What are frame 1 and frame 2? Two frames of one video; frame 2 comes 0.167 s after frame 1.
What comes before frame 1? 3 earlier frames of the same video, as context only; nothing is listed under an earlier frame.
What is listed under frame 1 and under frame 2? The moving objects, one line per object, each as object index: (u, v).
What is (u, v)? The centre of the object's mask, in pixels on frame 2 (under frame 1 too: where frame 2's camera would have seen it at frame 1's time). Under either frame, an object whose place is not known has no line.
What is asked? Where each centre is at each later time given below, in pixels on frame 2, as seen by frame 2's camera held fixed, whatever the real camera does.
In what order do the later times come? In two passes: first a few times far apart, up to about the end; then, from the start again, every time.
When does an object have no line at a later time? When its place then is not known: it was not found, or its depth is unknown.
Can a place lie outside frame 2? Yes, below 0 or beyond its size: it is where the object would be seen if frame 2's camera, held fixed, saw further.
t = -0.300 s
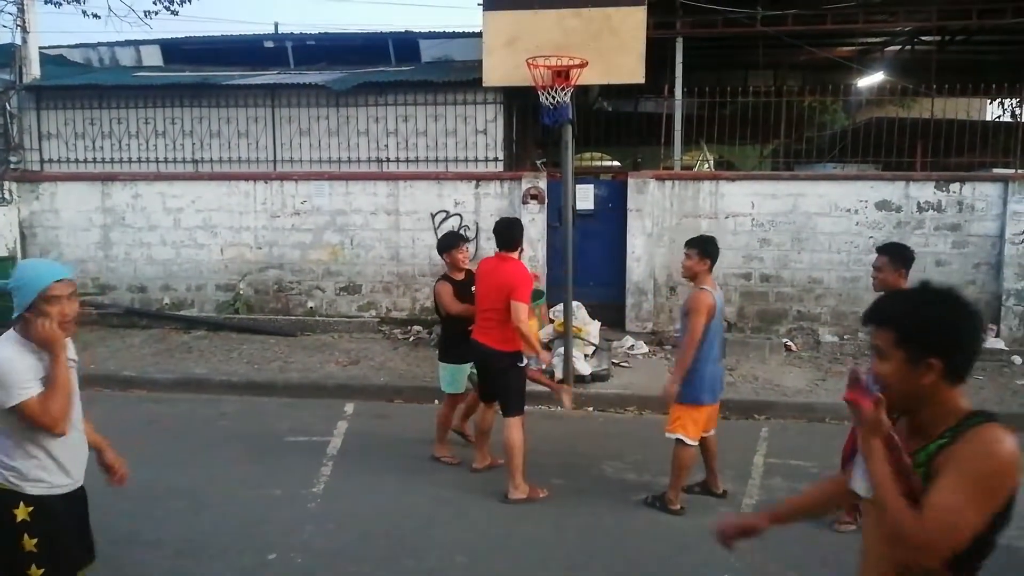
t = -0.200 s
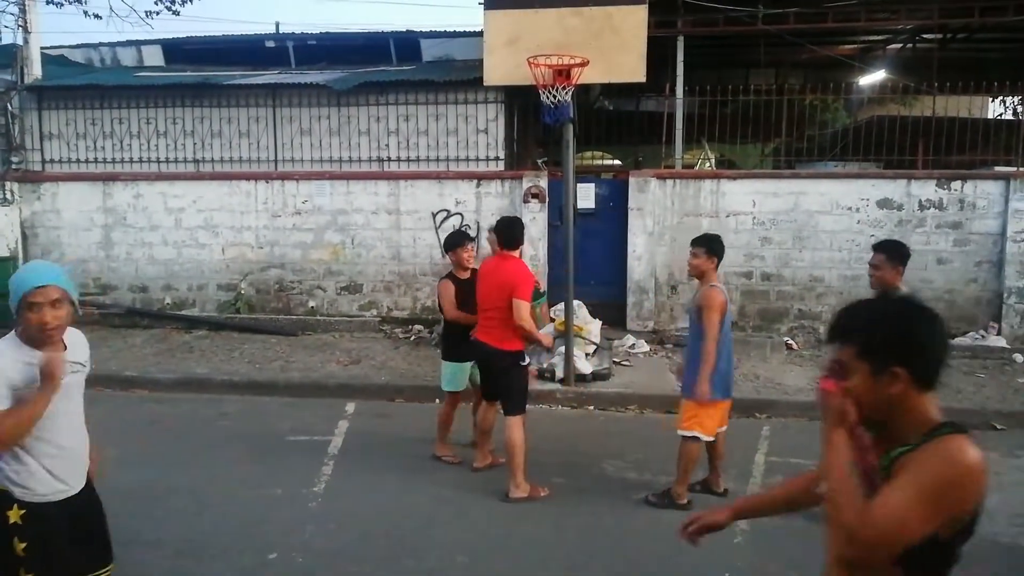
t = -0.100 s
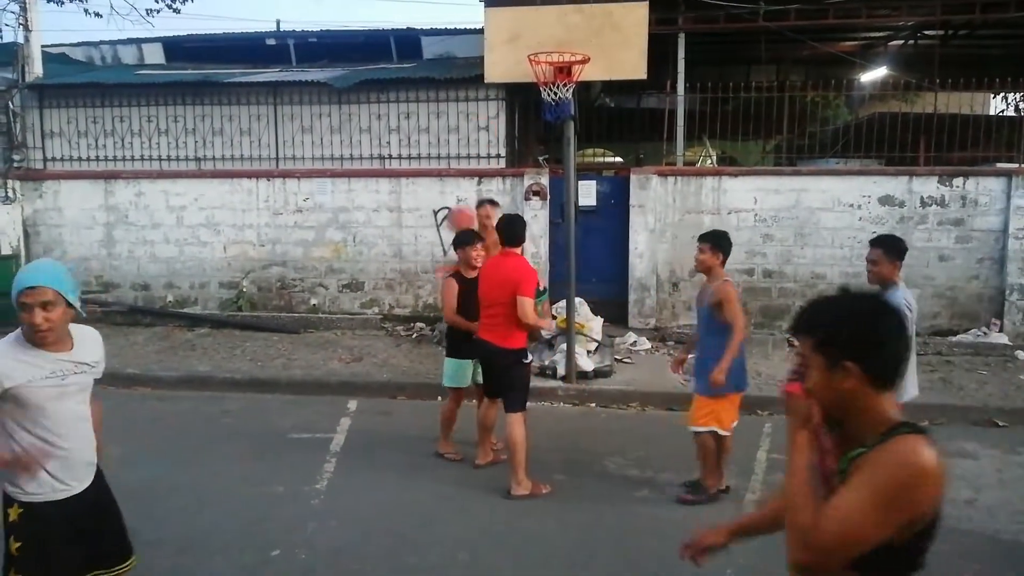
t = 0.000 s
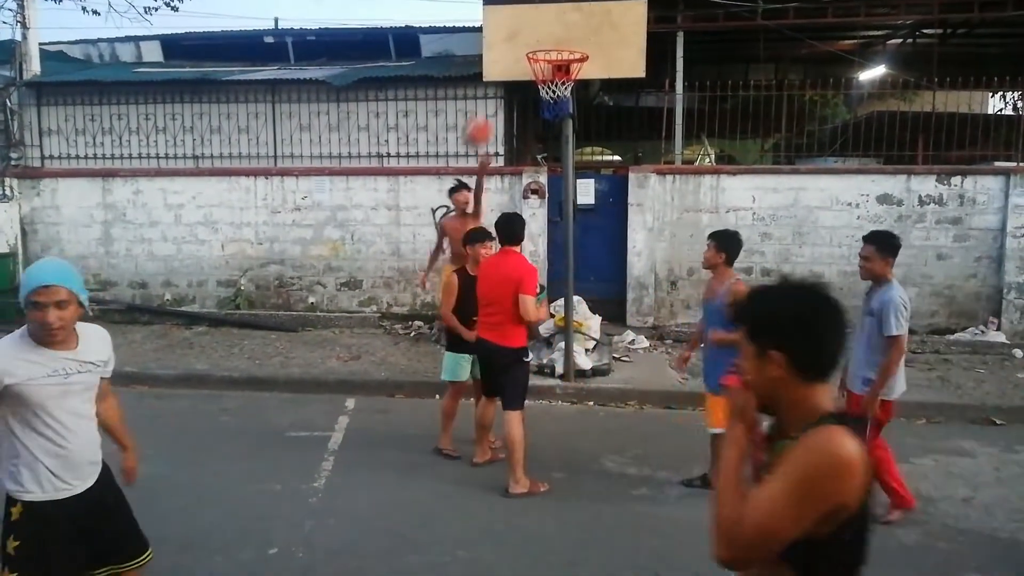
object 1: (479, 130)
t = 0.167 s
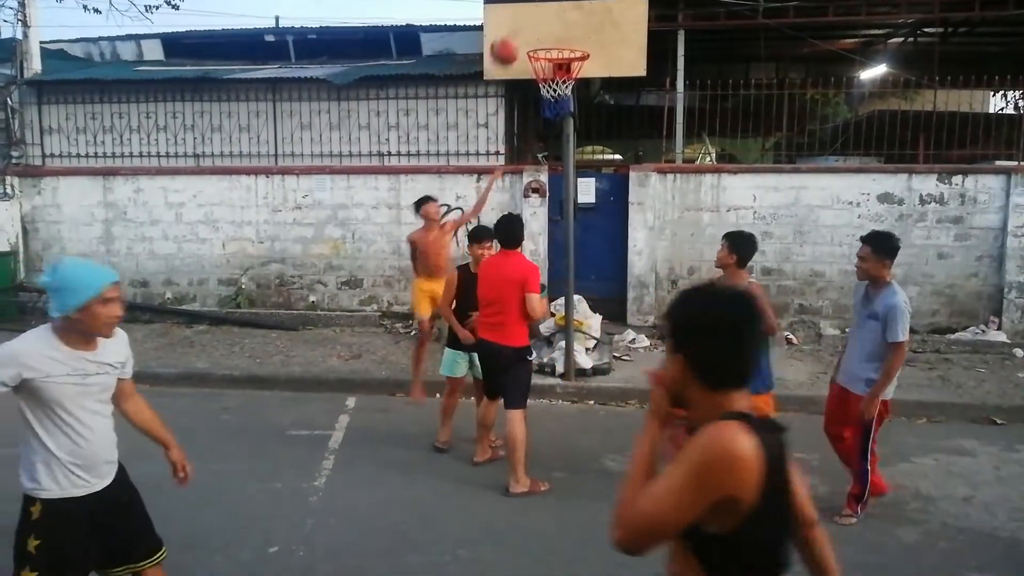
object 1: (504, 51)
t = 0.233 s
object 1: (515, 29)
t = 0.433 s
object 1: (540, 11)
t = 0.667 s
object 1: (563, 56)
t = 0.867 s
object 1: (550, 81)
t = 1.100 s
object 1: (548, 102)
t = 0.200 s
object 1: (509, 41)
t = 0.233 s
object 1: (515, 29)
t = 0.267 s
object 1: (521, 20)
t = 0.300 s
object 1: (525, 13)
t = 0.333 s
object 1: (530, 11)
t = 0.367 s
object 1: (532, 10)
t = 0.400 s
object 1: (536, 10)
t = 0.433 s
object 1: (540, 11)
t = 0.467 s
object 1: (544, 12)
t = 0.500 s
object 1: (548, 14)
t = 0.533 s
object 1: (552, 17)
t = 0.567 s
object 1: (556, 24)
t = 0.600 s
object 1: (560, 32)
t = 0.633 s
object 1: (564, 41)
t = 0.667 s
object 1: (563, 56)
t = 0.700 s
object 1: (560, 59)
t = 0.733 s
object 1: (557, 64)
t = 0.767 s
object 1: (552, 70)
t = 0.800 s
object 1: (548, 76)
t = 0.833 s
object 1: (551, 79)
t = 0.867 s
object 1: (550, 81)
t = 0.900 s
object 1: (548, 82)
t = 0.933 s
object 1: (548, 83)
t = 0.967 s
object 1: (545, 89)
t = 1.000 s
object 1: (546, 91)
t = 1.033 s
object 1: (549, 89)
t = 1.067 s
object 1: (548, 96)
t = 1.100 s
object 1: (548, 102)
